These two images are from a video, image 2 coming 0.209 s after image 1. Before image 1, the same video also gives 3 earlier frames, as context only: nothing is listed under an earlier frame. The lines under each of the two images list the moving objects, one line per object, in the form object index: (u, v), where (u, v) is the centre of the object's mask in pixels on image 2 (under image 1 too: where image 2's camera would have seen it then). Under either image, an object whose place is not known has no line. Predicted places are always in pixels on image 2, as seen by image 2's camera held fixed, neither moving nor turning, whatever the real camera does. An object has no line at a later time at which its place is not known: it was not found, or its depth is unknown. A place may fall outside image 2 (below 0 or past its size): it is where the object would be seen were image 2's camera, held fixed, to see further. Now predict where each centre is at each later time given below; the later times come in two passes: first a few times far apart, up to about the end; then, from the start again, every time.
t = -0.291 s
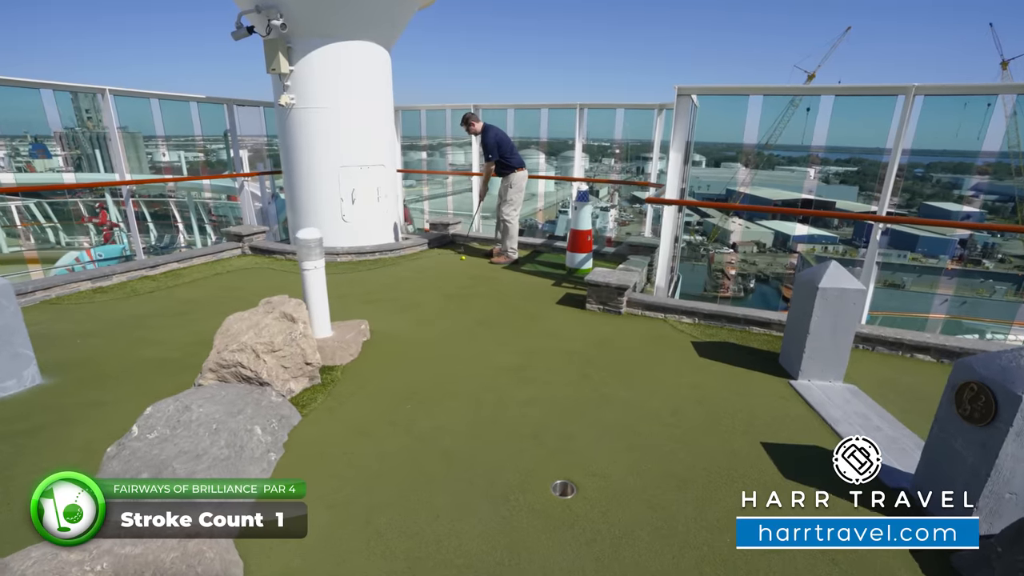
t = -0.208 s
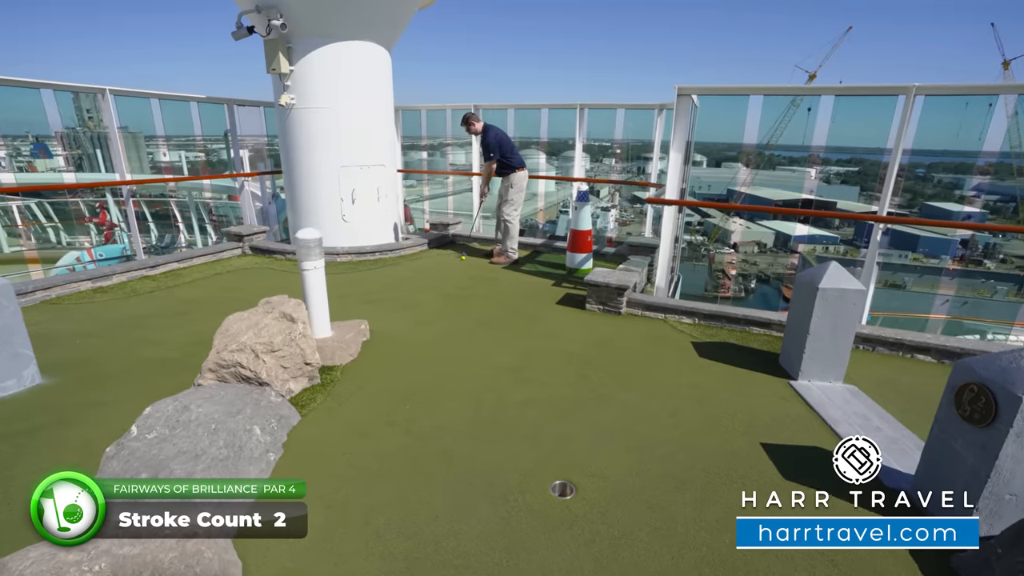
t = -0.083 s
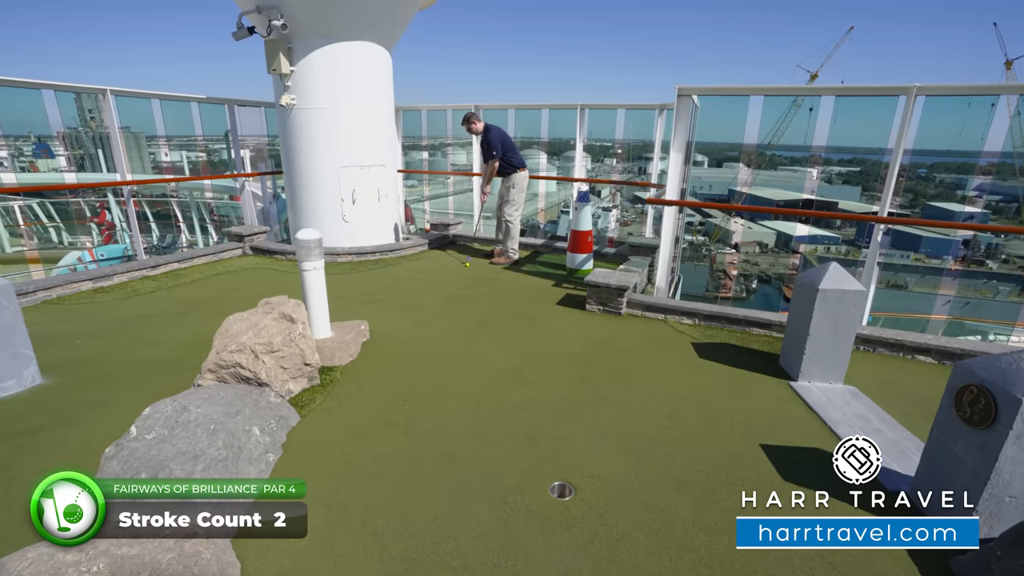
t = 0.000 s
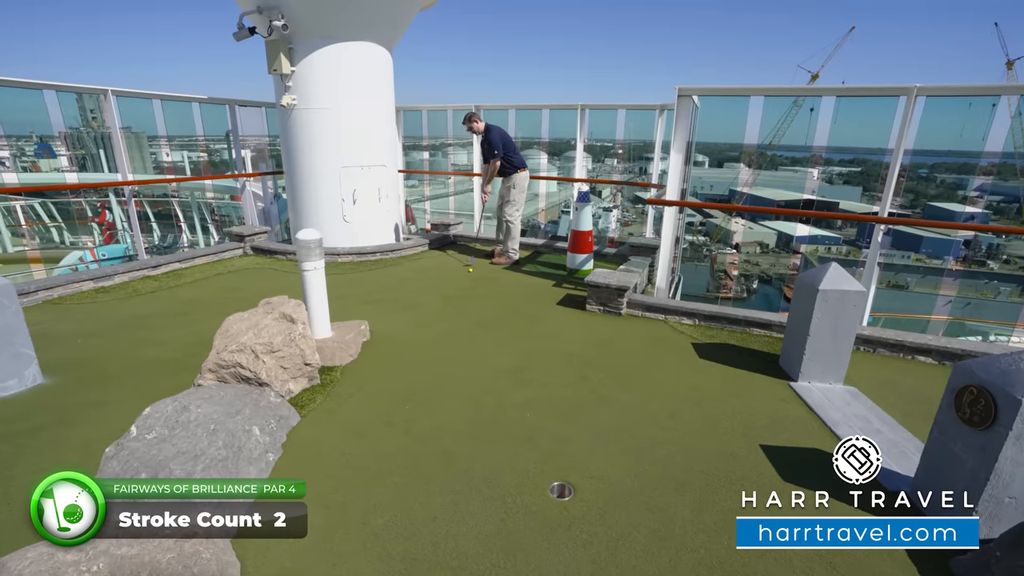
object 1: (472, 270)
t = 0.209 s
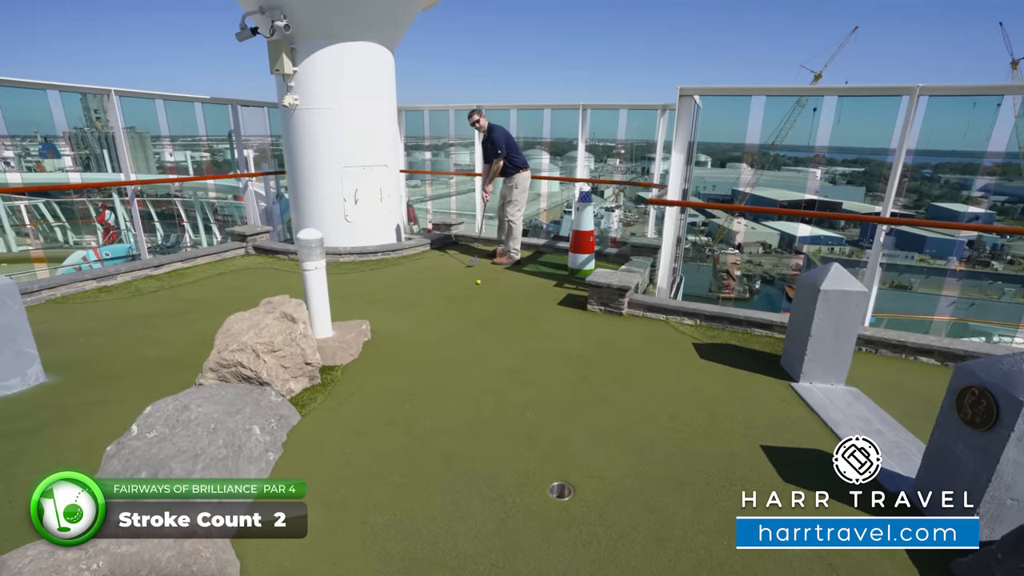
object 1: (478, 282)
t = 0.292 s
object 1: (480, 288)
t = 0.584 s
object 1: (492, 308)
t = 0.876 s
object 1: (505, 331)
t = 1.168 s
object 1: (522, 359)
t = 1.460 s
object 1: (543, 392)
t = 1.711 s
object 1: (565, 423)
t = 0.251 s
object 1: (479, 285)
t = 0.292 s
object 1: (480, 288)
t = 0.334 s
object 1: (482, 290)
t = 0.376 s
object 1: (483, 293)
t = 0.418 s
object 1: (485, 296)
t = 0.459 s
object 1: (486, 299)
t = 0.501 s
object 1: (488, 302)
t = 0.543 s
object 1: (490, 305)
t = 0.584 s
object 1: (492, 308)
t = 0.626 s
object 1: (493, 311)
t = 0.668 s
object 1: (495, 314)
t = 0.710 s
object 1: (497, 317)
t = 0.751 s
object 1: (498, 321)
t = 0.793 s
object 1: (500, 324)
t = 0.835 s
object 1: (502, 328)
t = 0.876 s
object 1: (505, 331)
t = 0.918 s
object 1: (507, 335)
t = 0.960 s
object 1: (509, 339)
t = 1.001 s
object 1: (511, 343)
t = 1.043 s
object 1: (514, 347)
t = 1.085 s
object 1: (516, 351)
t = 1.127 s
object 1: (519, 355)
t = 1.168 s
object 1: (522, 359)
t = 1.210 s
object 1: (525, 364)
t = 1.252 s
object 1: (527, 368)
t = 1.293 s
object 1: (531, 373)
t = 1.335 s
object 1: (534, 377)
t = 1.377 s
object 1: (537, 382)
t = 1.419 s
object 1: (540, 387)
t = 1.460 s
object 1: (543, 392)
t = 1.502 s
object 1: (547, 397)
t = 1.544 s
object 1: (550, 402)
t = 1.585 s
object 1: (554, 407)
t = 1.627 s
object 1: (558, 412)
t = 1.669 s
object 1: (561, 417)
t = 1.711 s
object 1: (565, 423)
